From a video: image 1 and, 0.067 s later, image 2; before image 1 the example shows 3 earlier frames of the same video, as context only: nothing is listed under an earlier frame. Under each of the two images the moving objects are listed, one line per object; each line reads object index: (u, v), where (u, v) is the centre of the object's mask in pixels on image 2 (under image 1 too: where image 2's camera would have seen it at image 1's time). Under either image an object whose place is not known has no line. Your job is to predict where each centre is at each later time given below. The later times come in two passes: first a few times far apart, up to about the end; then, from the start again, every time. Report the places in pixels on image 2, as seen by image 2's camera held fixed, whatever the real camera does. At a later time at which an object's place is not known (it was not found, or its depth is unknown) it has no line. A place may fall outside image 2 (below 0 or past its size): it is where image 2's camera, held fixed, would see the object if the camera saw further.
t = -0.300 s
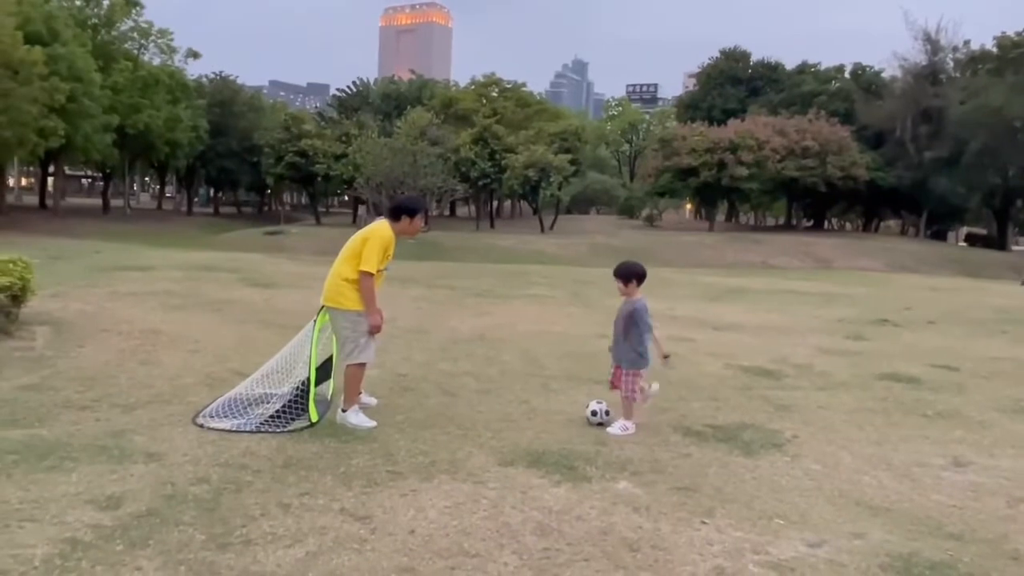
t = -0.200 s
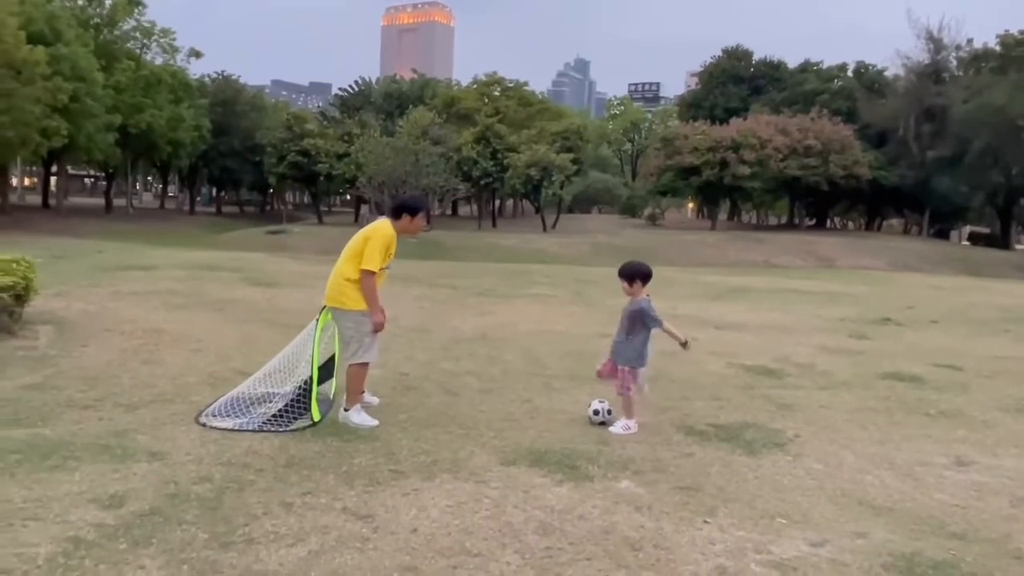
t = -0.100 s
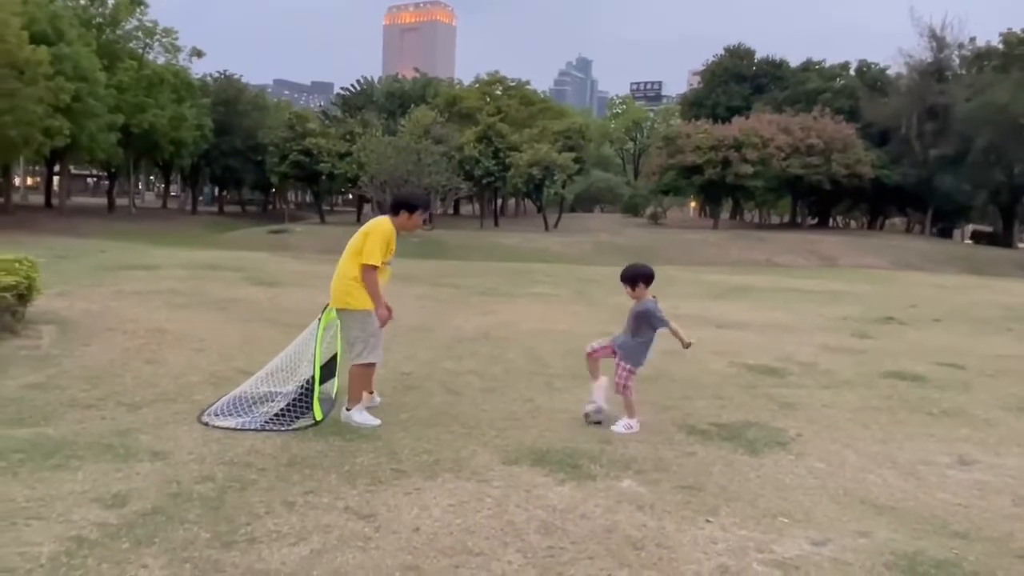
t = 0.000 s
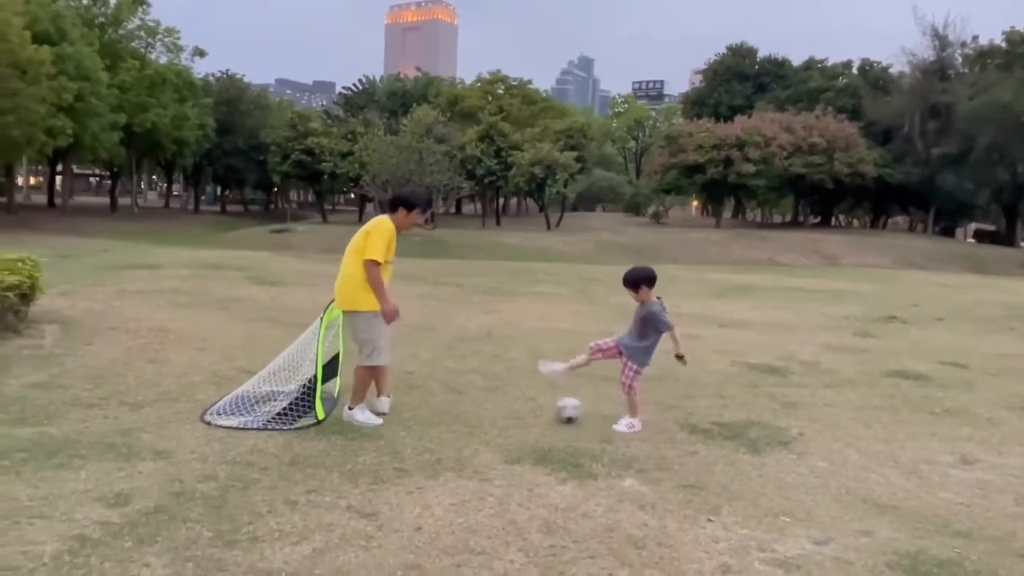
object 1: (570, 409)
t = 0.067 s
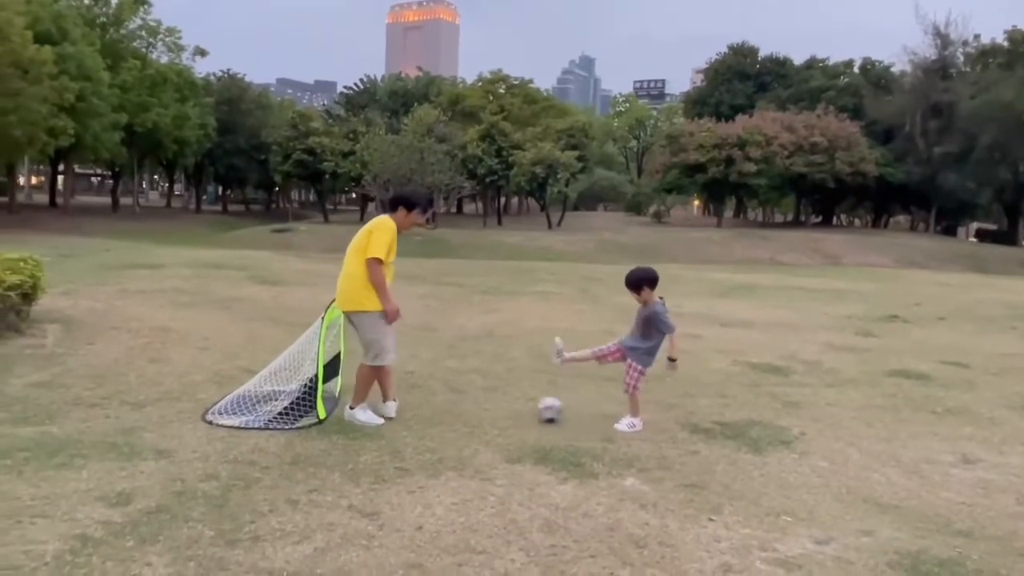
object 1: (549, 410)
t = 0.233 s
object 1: (501, 410)
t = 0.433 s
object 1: (444, 411)
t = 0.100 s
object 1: (541, 410)
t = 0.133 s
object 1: (532, 411)
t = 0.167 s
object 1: (522, 411)
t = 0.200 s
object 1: (511, 410)
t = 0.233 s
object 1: (501, 410)
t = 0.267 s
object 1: (491, 409)
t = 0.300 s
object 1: (482, 409)
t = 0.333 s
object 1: (473, 409)
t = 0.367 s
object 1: (465, 410)
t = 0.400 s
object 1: (454, 411)
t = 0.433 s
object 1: (444, 411)
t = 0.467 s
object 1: (434, 411)
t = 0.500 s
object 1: (424, 410)
